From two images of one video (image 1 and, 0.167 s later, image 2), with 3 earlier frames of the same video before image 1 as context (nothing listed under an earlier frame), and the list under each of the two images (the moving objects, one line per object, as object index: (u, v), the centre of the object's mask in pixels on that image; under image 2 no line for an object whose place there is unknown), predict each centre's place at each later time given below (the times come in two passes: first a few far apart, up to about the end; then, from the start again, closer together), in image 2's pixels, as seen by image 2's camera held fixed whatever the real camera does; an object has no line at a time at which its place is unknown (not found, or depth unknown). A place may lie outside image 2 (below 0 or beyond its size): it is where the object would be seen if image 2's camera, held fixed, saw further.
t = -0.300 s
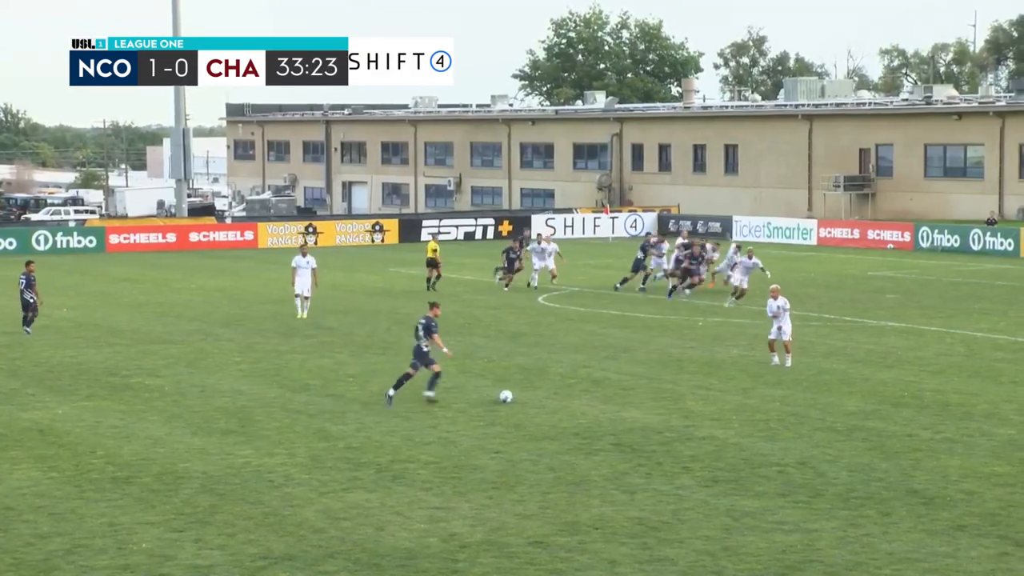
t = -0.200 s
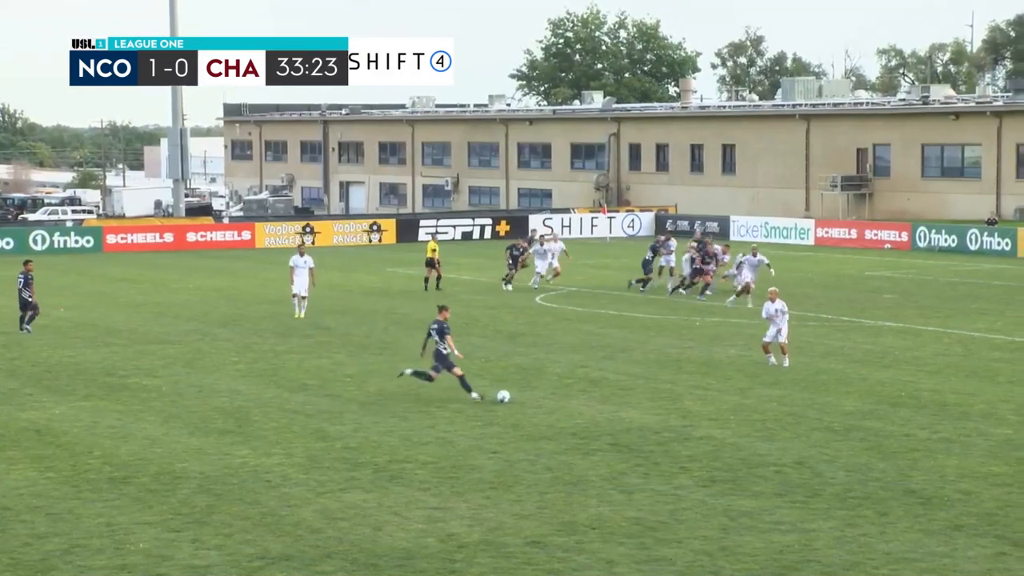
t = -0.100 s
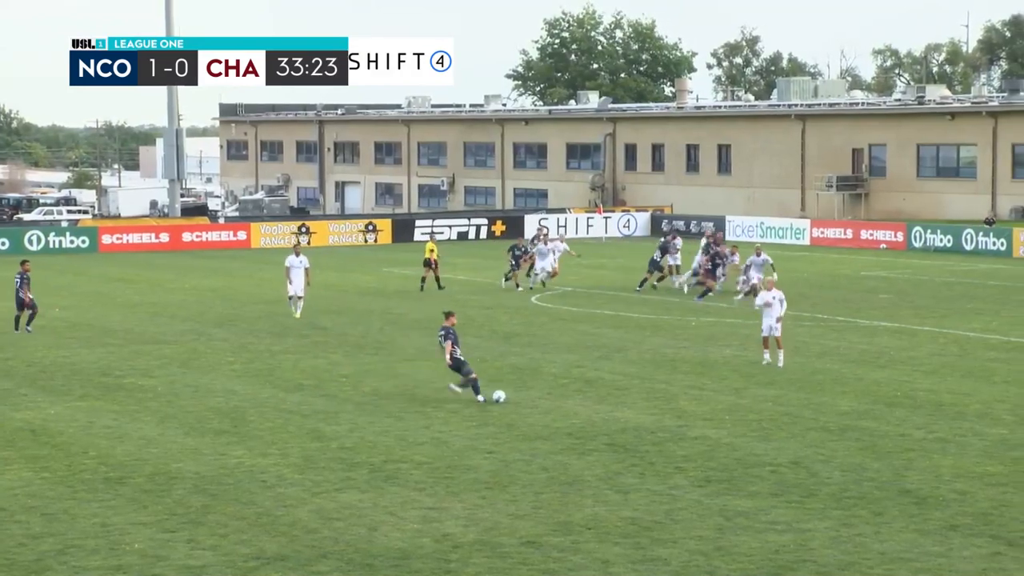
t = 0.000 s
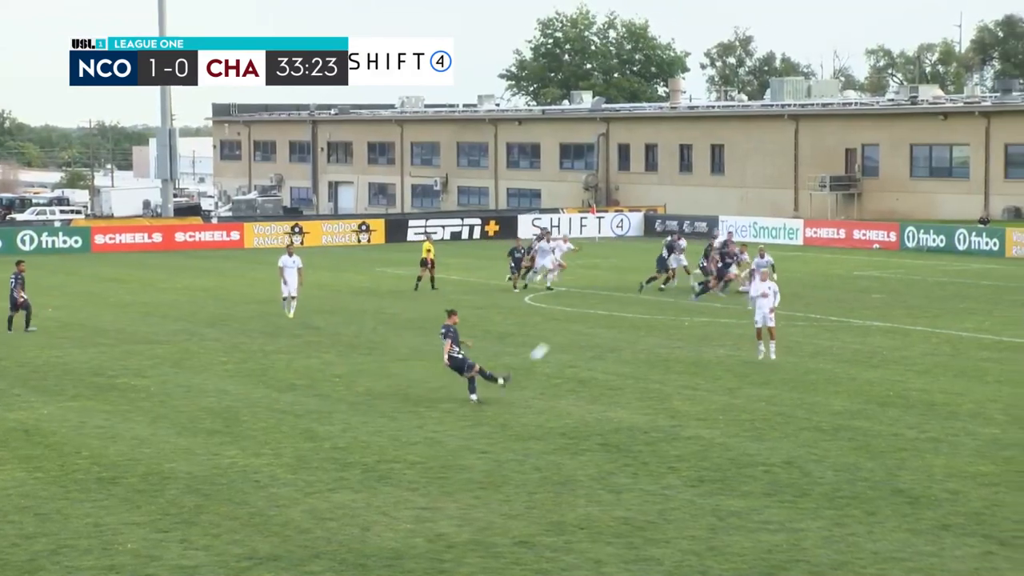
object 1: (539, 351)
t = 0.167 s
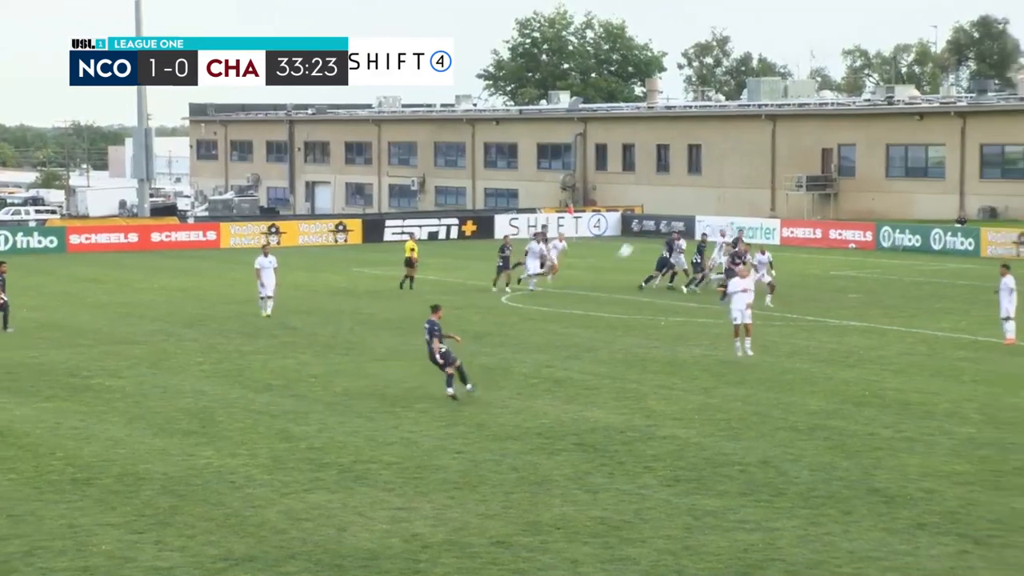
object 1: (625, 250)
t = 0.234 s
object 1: (661, 219)
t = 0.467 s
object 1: (761, 135)
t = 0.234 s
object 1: (661, 219)
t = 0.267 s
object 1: (679, 203)
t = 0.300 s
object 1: (693, 190)
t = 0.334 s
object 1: (709, 177)
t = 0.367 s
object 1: (722, 165)
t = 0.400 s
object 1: (736, 154)
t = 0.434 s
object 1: (749, 145)
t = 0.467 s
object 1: (761, 135)
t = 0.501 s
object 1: (773, 126)
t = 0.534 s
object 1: (783, 118)
